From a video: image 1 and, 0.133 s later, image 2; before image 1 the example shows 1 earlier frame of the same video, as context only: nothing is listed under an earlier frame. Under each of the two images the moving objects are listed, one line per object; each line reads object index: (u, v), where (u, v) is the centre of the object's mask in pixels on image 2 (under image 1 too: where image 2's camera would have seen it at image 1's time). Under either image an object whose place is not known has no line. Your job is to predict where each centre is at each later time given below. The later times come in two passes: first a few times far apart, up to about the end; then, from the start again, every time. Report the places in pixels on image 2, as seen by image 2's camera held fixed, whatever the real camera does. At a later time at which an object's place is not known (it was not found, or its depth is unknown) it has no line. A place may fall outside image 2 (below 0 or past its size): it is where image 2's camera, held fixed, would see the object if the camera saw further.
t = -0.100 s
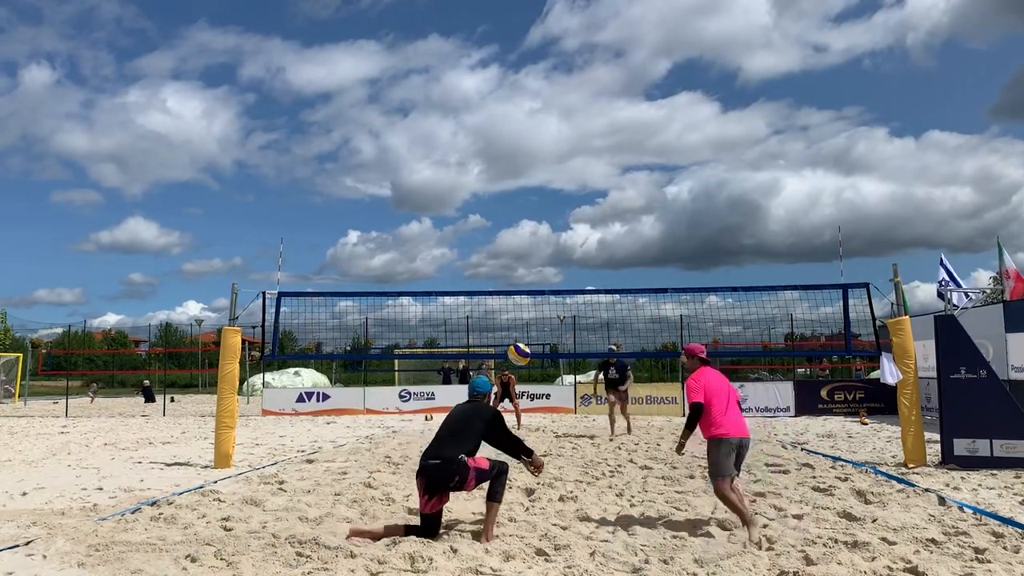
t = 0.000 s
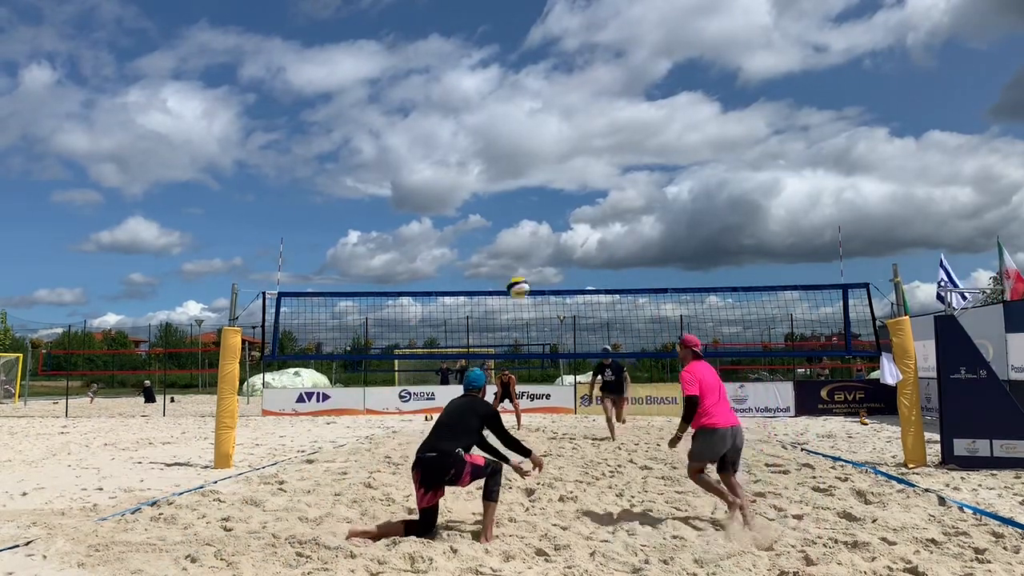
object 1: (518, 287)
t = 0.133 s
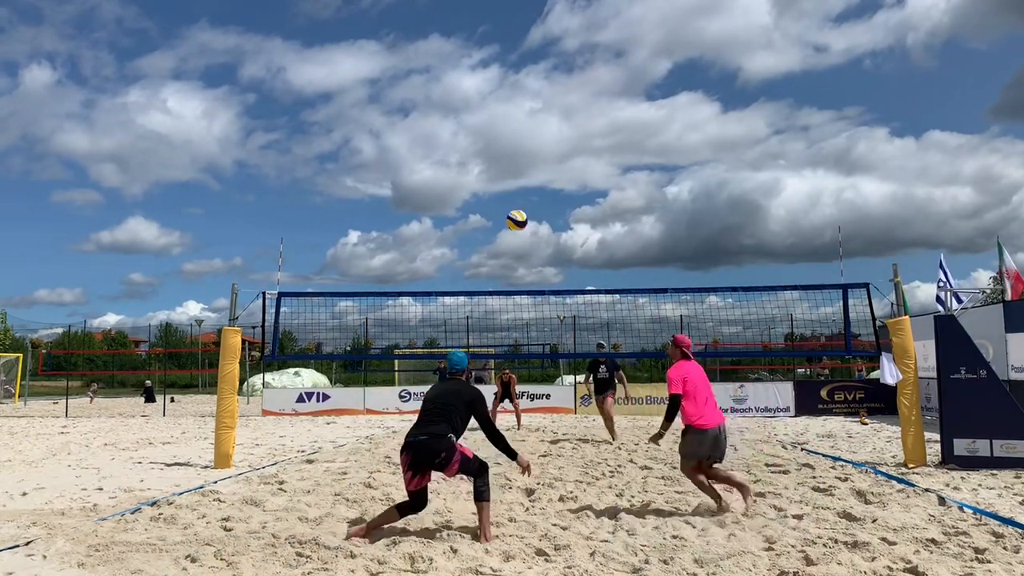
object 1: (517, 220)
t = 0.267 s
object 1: (515, 175)
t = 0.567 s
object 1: (511, 137)
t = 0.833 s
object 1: (508, 166)
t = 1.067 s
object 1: (508, 231)
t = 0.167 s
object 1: (516, 207)
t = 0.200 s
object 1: (516, 195)
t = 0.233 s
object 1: (515, 184)
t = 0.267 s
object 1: (515, 175)
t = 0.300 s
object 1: (515, 167)
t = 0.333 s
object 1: (514, 159)
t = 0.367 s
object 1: (514, 153)
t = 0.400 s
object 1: (513, 148)
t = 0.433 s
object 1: (512, 144)
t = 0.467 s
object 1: (512, 141)
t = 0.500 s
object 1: (512, 139)
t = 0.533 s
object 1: (511, 137)
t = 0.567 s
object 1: (511, 137)
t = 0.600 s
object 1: (511, 138)
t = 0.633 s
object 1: (510, 139)
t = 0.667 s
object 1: (510, 142)
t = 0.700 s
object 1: (509, 145)
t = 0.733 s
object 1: (509, 149)
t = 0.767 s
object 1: (509, 154)
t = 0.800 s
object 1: (509, 159)
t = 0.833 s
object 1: (508, 166)
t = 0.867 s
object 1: (509, 173)
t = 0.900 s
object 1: (508, 181)
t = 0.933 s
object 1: (508, 189)
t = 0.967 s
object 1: (508, 199)
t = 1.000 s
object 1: (508, 209)
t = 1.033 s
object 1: (508, 220)
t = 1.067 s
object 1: (508, 231)
